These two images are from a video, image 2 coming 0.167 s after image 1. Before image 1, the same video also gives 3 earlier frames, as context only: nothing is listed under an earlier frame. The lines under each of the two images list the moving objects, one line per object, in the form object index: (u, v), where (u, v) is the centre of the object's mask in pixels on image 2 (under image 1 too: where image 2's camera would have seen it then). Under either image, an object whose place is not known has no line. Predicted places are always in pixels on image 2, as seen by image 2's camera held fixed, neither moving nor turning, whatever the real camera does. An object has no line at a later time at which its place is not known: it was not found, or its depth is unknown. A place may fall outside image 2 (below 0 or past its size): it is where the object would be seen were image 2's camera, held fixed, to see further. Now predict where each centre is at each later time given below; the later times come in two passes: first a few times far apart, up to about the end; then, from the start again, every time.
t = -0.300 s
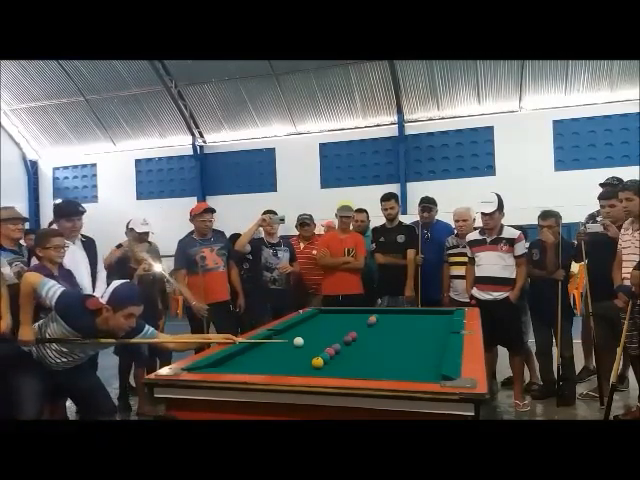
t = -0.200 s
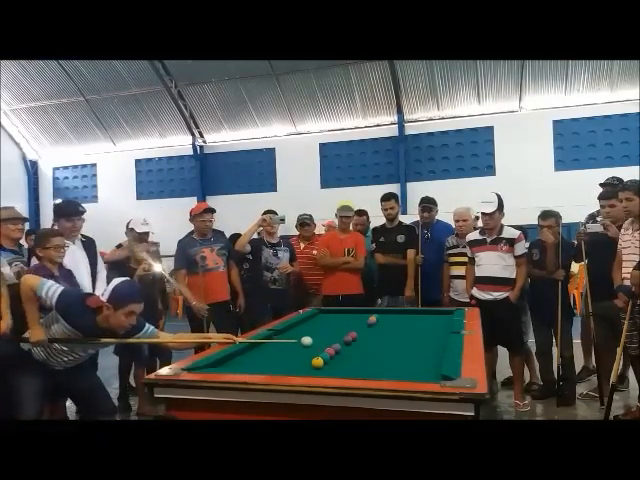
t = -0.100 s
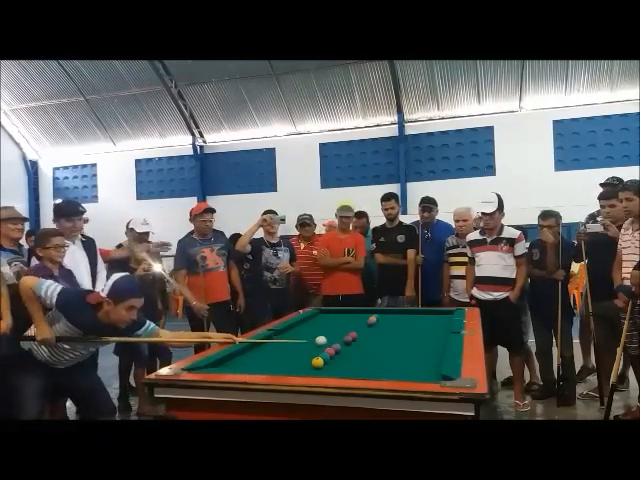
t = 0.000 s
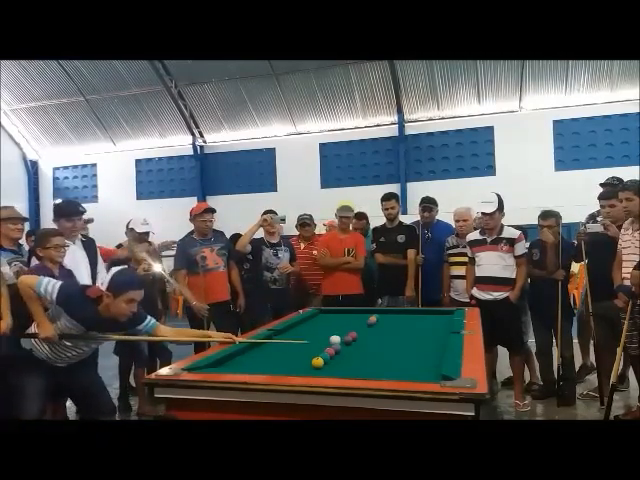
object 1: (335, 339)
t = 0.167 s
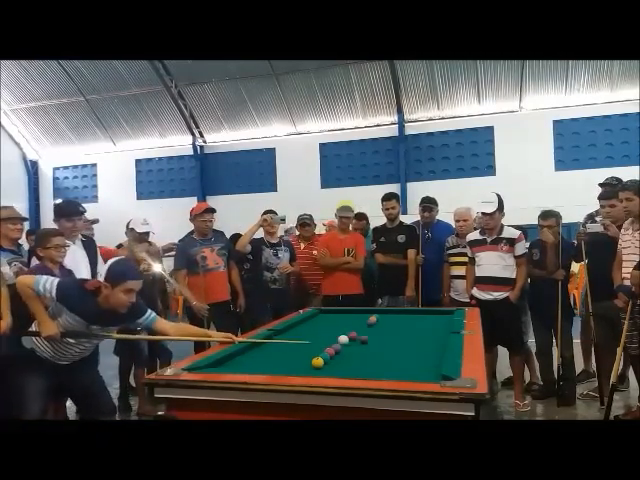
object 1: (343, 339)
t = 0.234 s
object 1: (346, 340)
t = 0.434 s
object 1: (353, 340)
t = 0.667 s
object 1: (361, 339)
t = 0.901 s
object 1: (368, 339)
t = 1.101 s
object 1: (373, 339)
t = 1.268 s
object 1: (376, 339)
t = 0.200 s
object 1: (344, 339)
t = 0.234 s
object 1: (346, 340)
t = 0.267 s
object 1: (347, 340)
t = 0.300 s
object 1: (348, 340)
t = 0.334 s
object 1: (349, 340)
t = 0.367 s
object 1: (351, 339)
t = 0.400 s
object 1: (352, 339)
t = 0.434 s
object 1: (353, 340)
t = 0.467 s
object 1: (354, 340)
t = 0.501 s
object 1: (356, 340)
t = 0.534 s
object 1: (357, 339)
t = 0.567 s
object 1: (358, 340)
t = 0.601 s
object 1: (359, 339)
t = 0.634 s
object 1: (360, 339)
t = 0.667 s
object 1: (361, 339)
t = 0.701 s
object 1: (362, 339)
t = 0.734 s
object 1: (363, 339)
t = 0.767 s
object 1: (364, 339)
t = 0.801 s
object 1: (365, 339)
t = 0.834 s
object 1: (366, 339)
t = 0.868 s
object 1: (367, 339)
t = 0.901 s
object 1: (368, 339)
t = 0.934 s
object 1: (369, 339)
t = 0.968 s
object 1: (370, 339)
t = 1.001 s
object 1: (370, 339)
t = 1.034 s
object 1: (371, 339)
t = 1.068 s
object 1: (372, 339)
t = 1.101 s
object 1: (373, 339)
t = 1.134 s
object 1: (374, 339)
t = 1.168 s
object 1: (374, 339)
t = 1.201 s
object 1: (375, 339)
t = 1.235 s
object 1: (375, 339)
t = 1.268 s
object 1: (376, 339)
